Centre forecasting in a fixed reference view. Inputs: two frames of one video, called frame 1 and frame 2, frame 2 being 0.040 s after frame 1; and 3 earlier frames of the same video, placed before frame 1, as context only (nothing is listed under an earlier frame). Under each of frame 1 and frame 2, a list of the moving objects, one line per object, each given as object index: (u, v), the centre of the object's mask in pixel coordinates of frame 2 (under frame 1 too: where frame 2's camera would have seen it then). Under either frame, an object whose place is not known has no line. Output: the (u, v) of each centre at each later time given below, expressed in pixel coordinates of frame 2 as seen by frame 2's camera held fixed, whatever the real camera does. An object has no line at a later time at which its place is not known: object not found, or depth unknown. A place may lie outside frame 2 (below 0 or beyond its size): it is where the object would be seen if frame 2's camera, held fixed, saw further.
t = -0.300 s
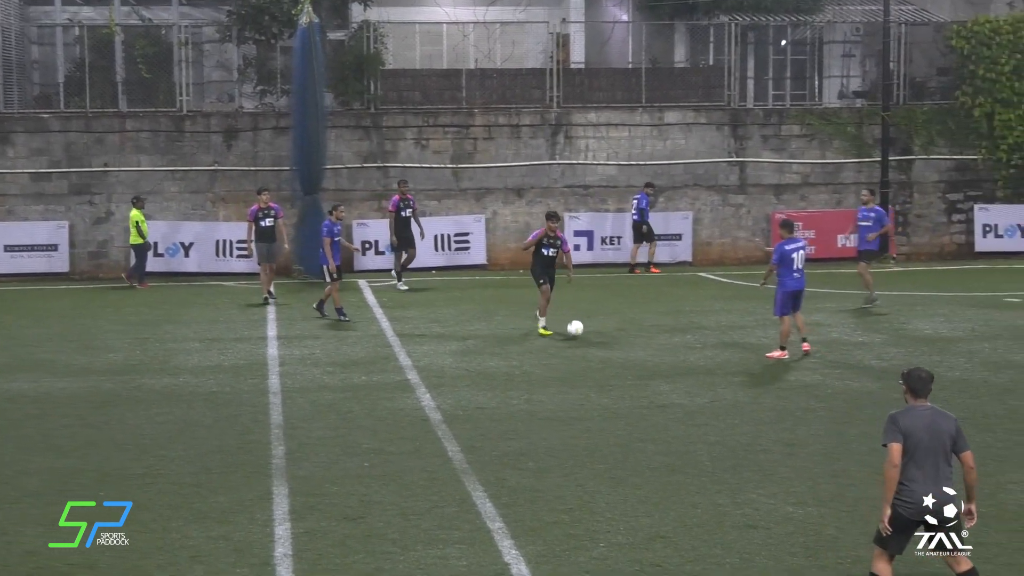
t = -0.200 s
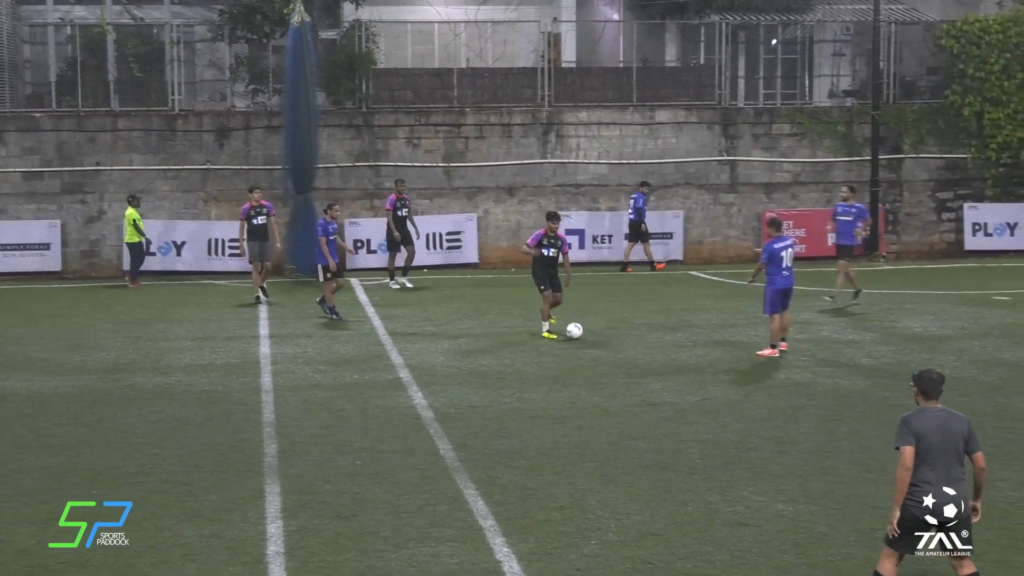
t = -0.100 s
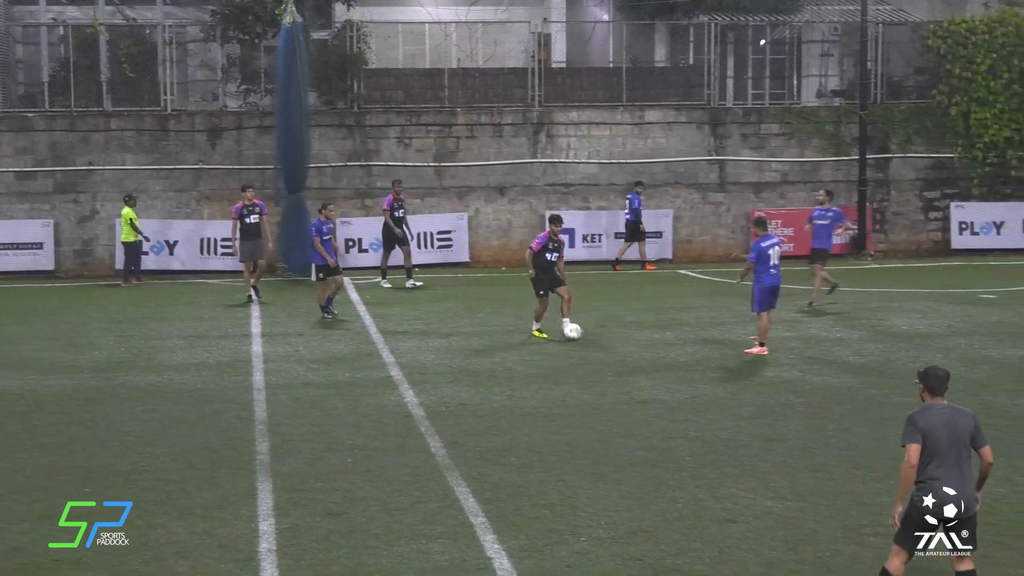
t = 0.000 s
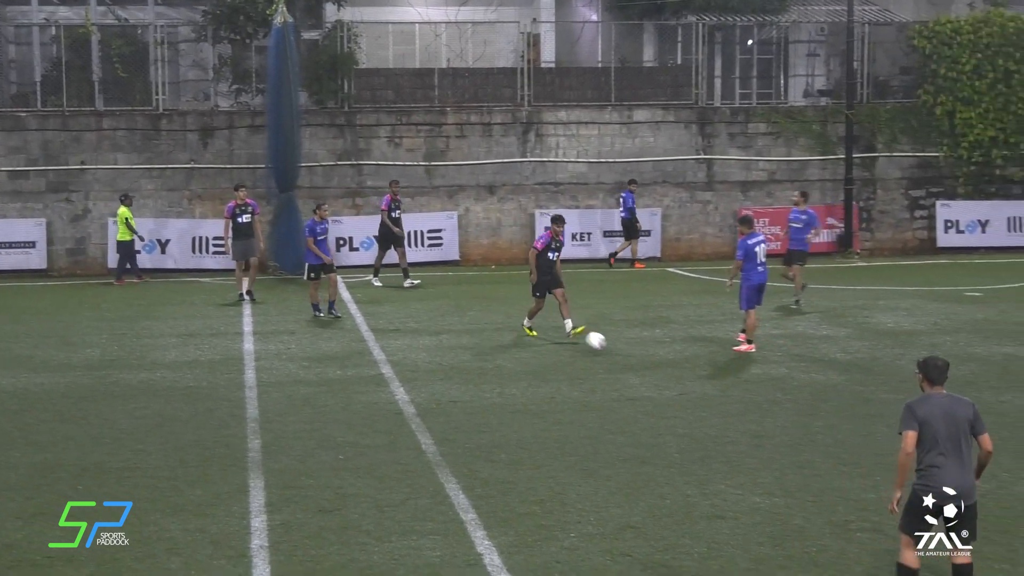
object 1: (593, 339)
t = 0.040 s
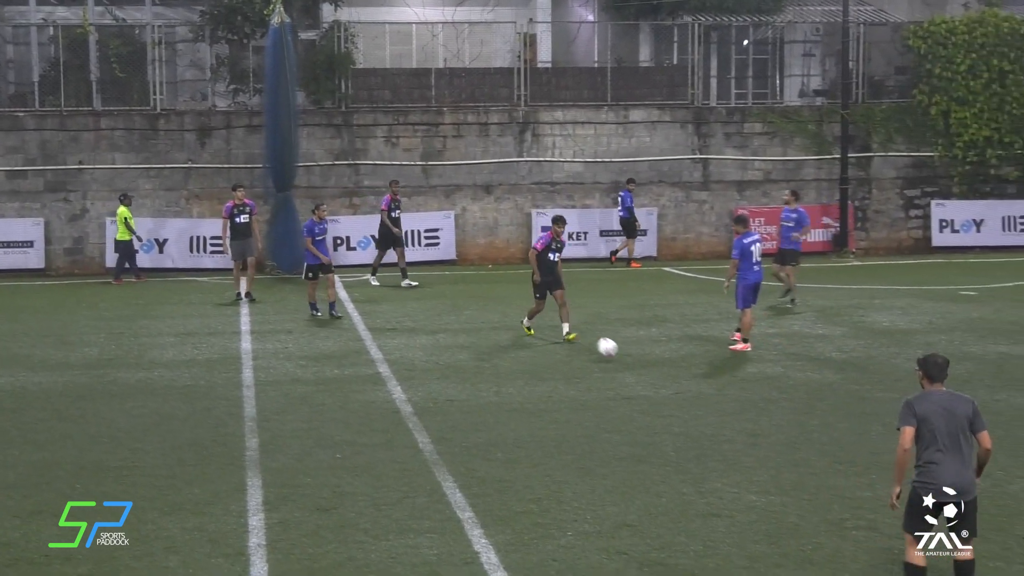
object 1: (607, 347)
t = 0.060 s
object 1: (614, 351)
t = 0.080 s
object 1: (622, 355)
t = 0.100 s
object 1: (630, 360)
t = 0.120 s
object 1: (637, 364)
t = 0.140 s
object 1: (645, 366)
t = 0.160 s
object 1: (652, 368)
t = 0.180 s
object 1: (661, 372)
